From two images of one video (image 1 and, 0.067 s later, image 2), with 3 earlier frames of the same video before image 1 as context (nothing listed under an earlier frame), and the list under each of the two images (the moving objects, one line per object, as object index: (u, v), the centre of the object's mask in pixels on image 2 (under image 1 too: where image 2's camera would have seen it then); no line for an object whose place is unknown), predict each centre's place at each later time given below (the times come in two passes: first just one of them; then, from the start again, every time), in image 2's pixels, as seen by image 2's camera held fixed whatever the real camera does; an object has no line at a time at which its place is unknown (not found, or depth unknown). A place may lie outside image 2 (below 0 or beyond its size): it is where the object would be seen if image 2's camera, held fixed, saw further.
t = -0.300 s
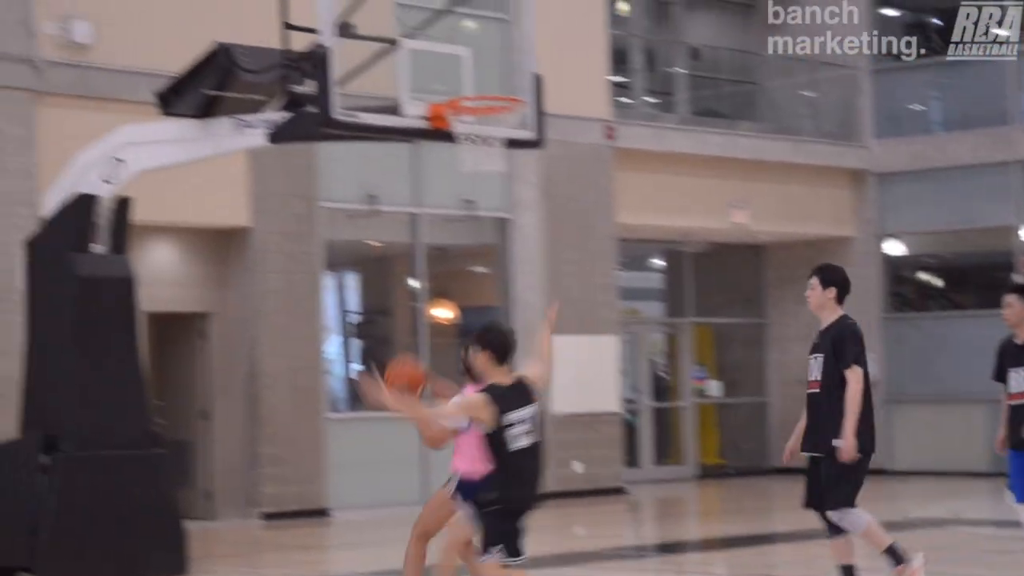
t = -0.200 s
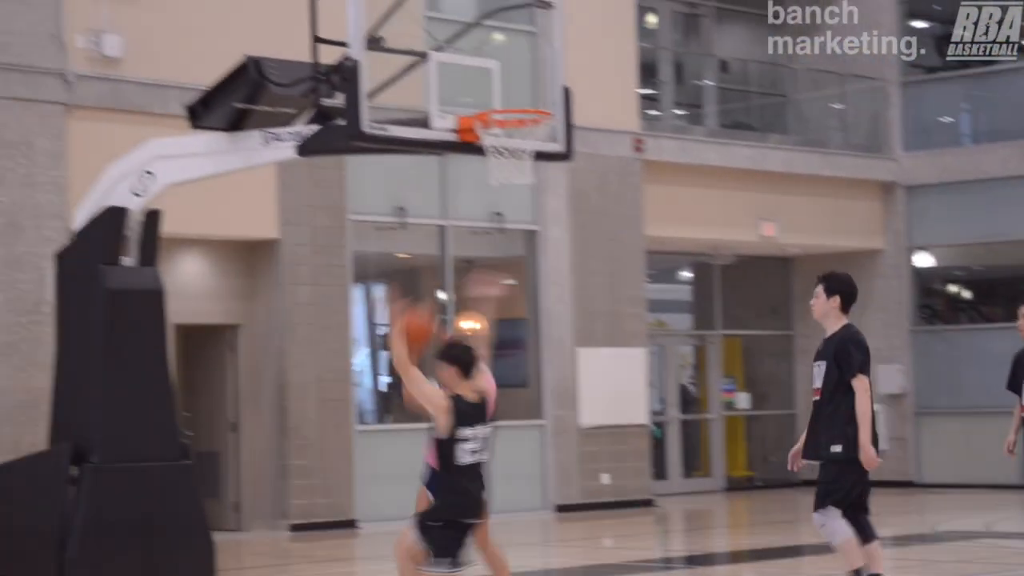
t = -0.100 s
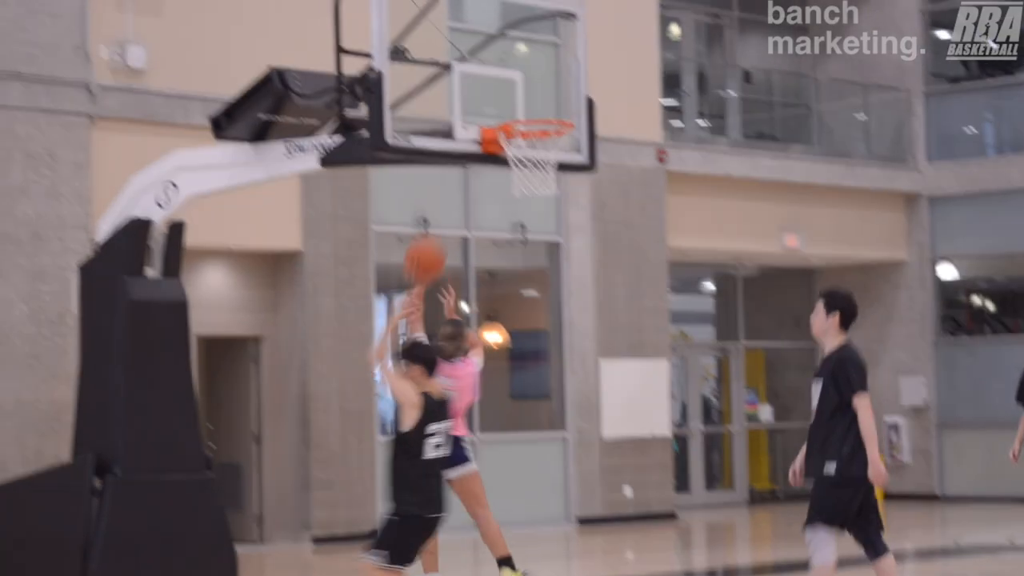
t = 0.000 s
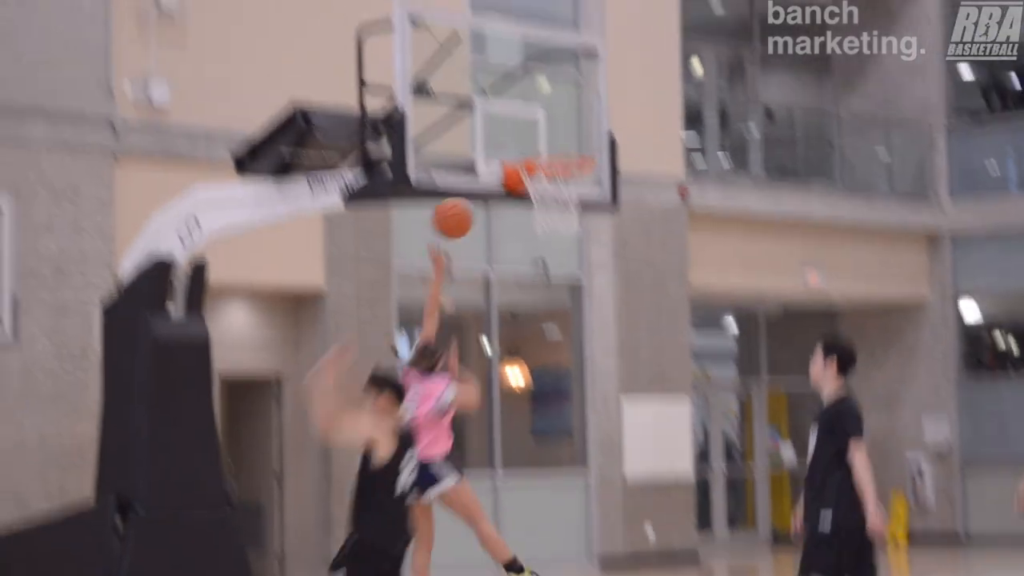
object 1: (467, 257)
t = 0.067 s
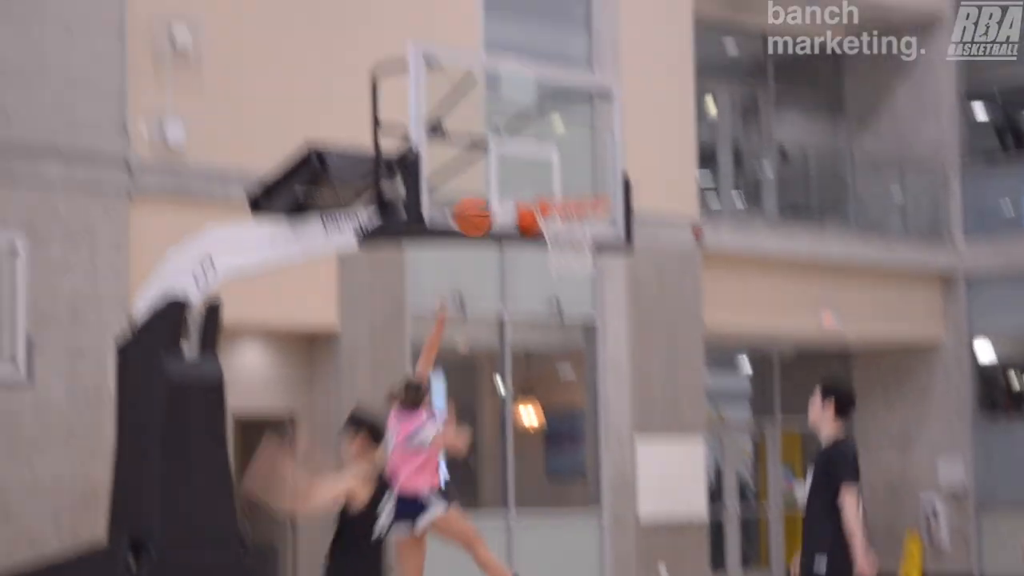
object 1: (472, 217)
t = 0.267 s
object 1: (490, 139)
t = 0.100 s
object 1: (475, 198)
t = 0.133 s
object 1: (478, 182)
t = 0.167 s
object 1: (481, 168)
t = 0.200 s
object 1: (484, 156)
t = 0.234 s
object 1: (487, 146)
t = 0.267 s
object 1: (490, 139)
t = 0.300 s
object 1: (494, 133)
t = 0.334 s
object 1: (500, 131)
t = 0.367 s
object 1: (507, 129)
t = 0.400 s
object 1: (514, 131)
